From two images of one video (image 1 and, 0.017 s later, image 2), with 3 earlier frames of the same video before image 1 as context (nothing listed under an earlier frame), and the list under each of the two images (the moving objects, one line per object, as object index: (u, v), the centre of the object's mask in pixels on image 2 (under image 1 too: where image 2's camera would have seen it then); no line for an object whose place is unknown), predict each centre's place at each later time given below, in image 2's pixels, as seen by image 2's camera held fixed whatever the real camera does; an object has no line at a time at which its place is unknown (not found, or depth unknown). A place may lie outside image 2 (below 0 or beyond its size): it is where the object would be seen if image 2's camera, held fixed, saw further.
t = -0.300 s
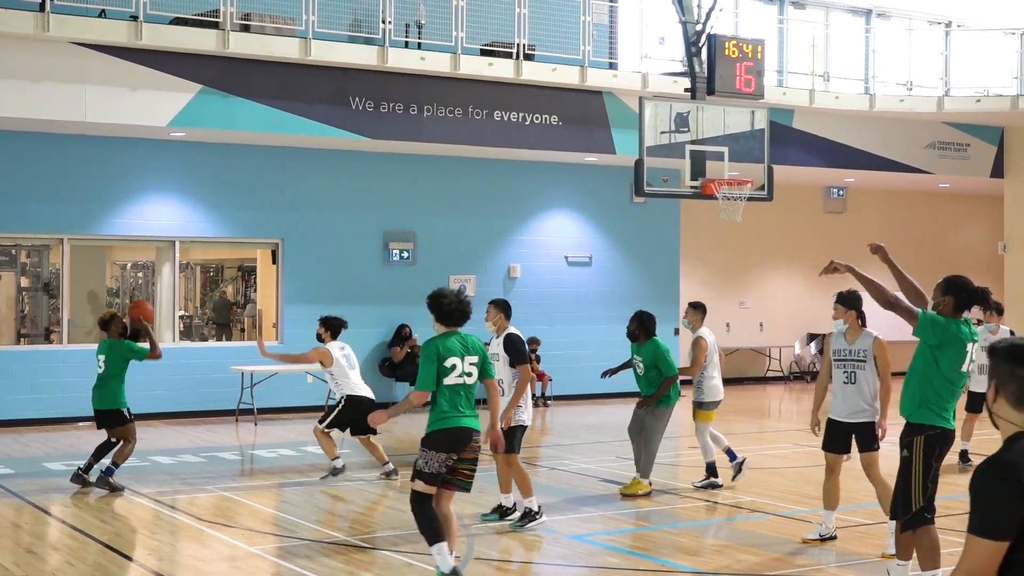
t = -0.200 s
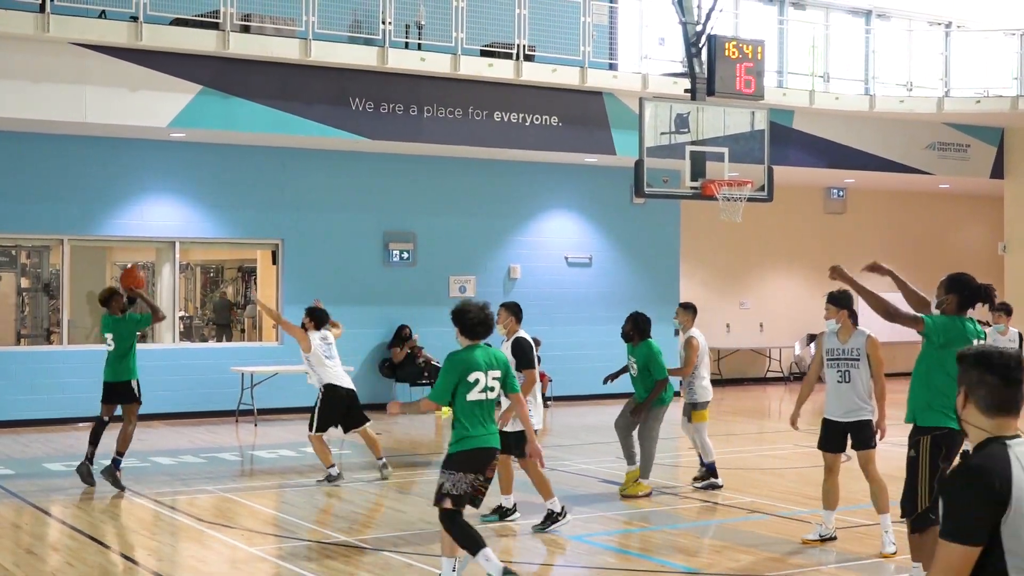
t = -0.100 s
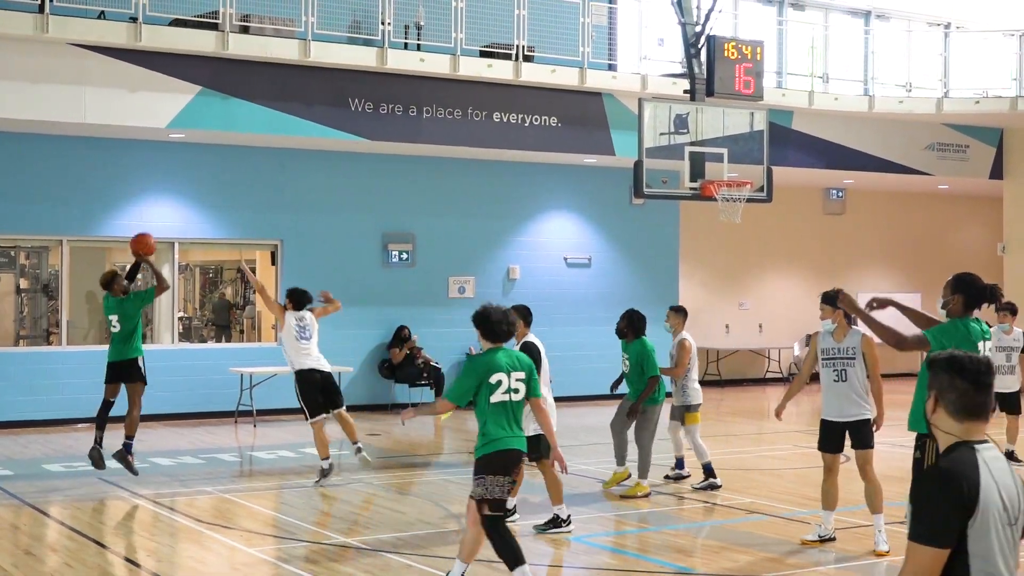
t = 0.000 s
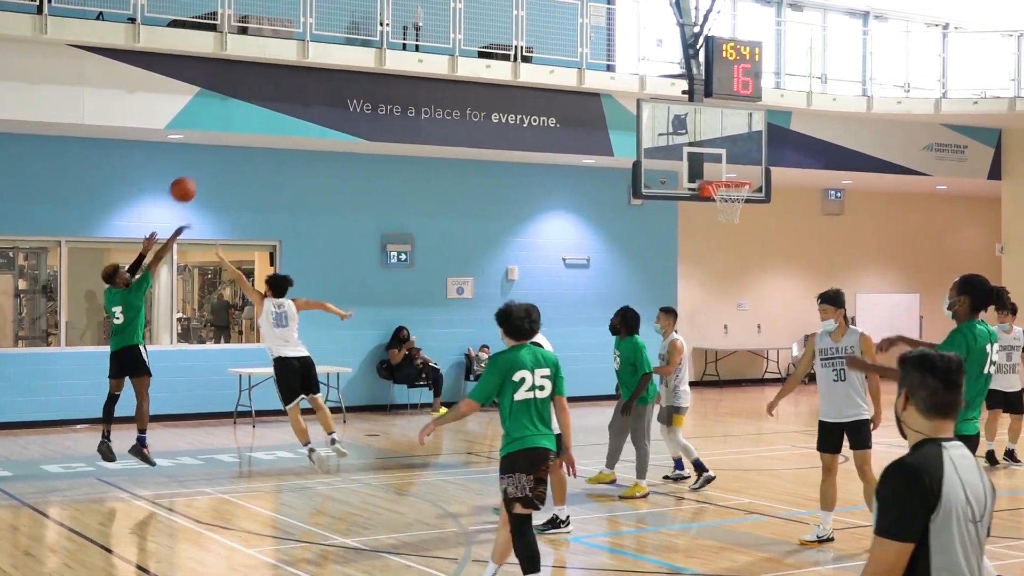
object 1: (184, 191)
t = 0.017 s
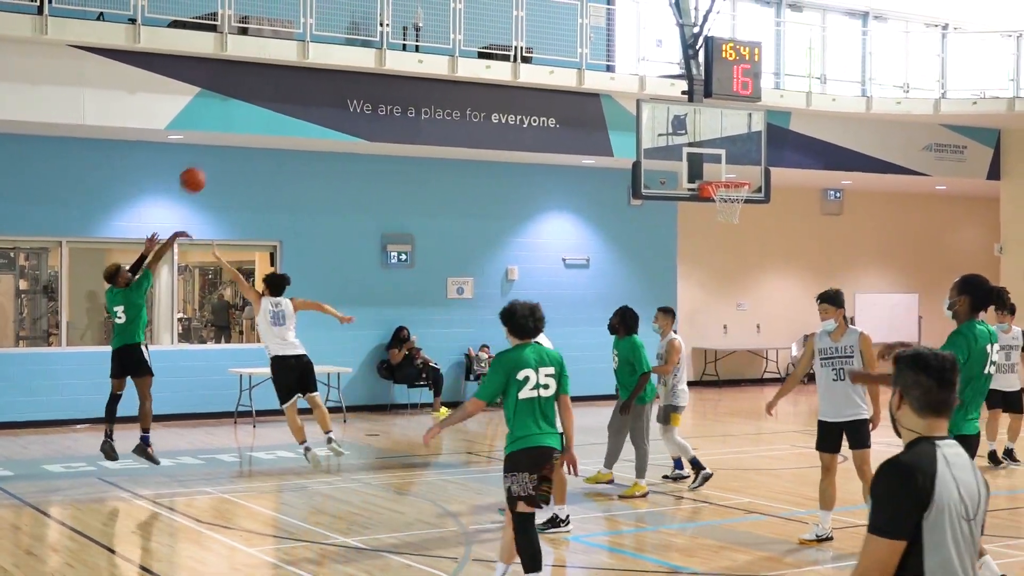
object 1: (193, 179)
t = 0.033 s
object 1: (202, 169)
